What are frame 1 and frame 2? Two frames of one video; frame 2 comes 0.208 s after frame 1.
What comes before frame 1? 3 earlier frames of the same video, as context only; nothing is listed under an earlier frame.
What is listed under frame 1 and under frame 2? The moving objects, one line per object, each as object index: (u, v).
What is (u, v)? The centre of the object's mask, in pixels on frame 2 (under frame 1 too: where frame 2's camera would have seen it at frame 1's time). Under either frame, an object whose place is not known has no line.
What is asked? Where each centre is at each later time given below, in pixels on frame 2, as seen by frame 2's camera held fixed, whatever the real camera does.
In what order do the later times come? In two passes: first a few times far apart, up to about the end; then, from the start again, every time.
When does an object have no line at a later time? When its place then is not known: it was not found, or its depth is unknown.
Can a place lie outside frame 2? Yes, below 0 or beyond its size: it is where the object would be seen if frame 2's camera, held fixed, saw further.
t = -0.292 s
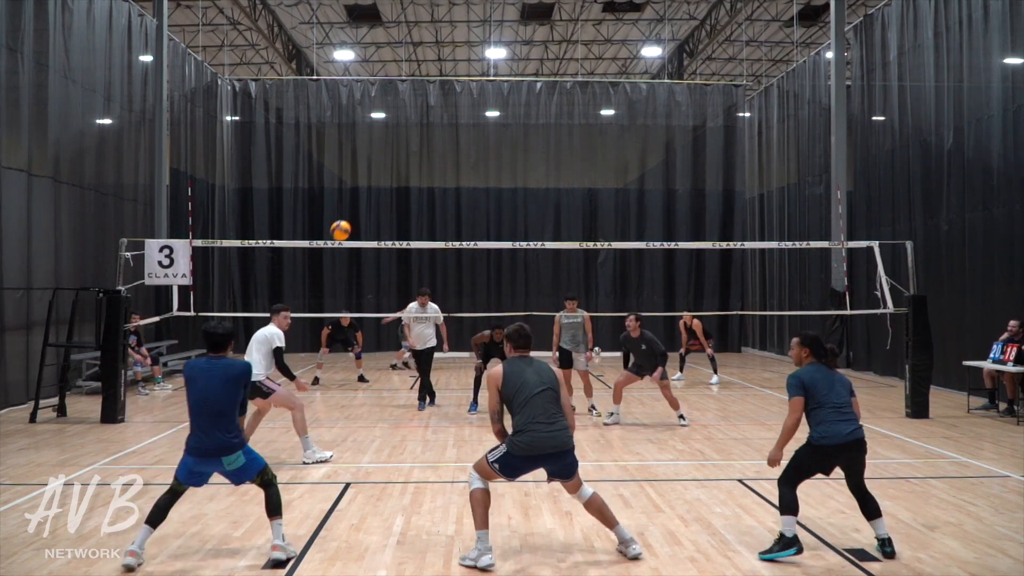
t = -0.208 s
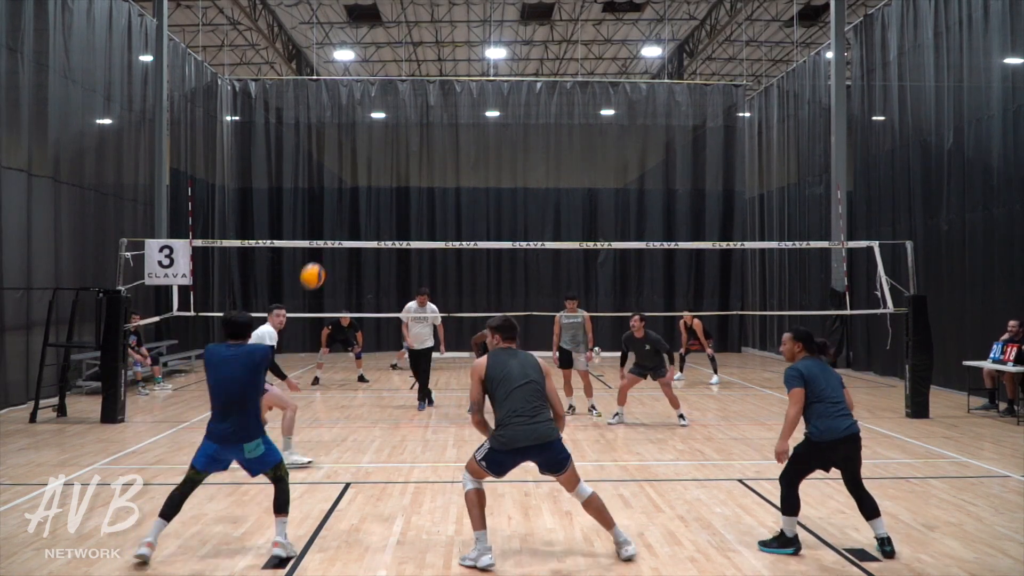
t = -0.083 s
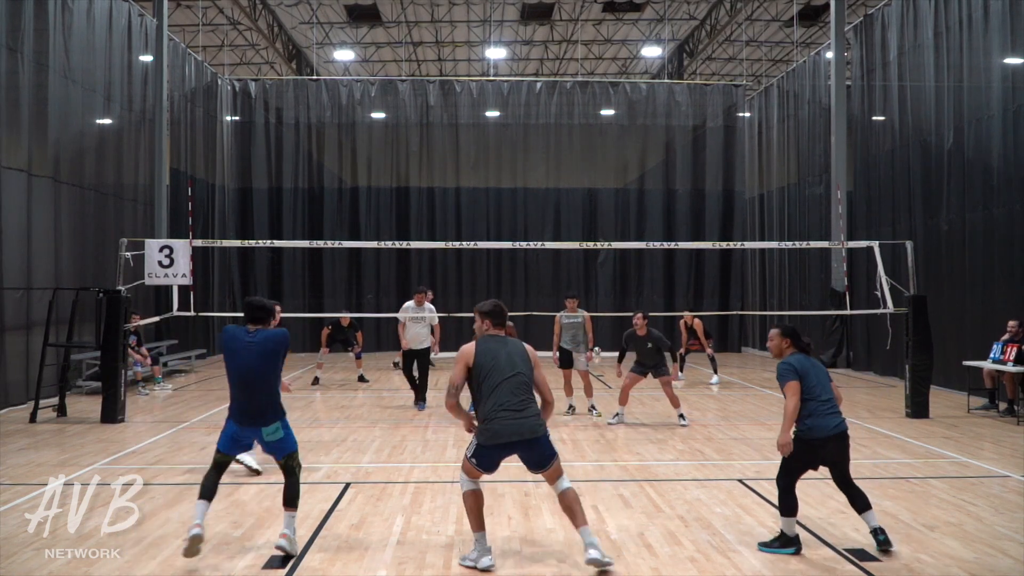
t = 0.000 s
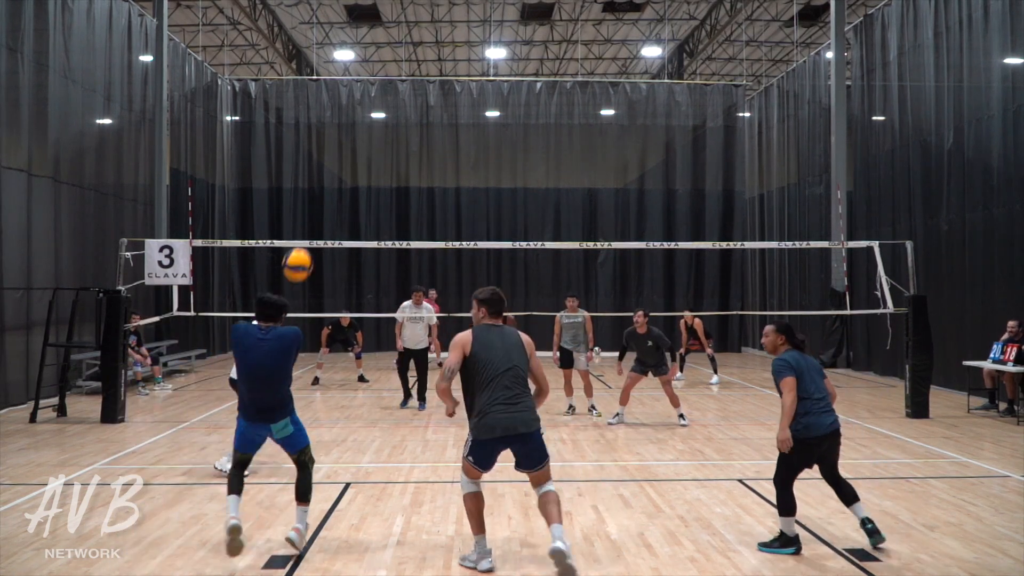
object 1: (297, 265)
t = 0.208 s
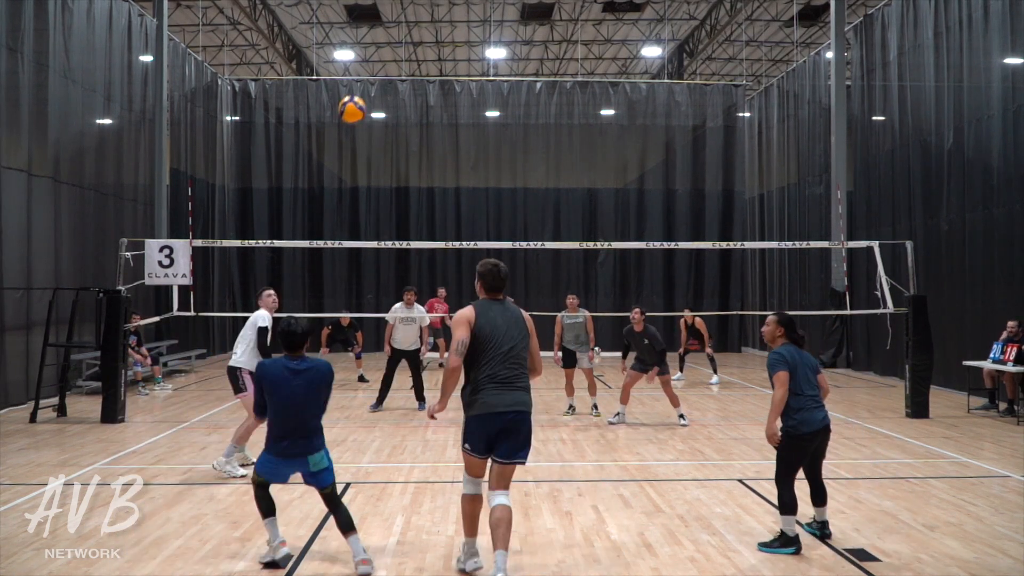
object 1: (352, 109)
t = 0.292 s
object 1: (372, 68)
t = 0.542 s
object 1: (417, 11)
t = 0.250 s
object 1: (361, 90)
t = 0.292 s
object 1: (372, 68)
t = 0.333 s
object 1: (379, 53)
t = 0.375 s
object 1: (387, 40)
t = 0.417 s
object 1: (395, 31)
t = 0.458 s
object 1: (402, 22)
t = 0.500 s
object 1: (409, 16)
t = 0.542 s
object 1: (417, 11)
